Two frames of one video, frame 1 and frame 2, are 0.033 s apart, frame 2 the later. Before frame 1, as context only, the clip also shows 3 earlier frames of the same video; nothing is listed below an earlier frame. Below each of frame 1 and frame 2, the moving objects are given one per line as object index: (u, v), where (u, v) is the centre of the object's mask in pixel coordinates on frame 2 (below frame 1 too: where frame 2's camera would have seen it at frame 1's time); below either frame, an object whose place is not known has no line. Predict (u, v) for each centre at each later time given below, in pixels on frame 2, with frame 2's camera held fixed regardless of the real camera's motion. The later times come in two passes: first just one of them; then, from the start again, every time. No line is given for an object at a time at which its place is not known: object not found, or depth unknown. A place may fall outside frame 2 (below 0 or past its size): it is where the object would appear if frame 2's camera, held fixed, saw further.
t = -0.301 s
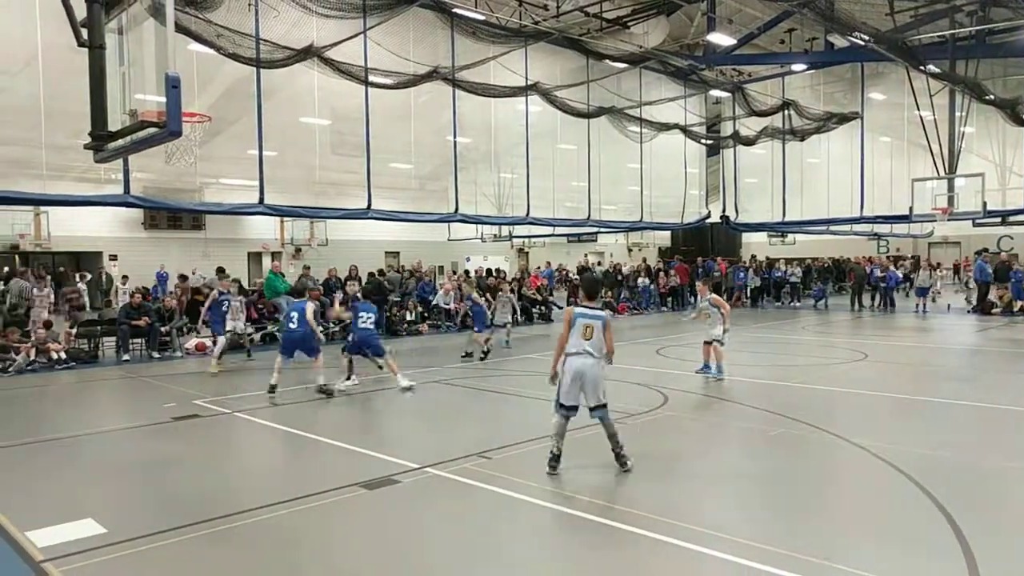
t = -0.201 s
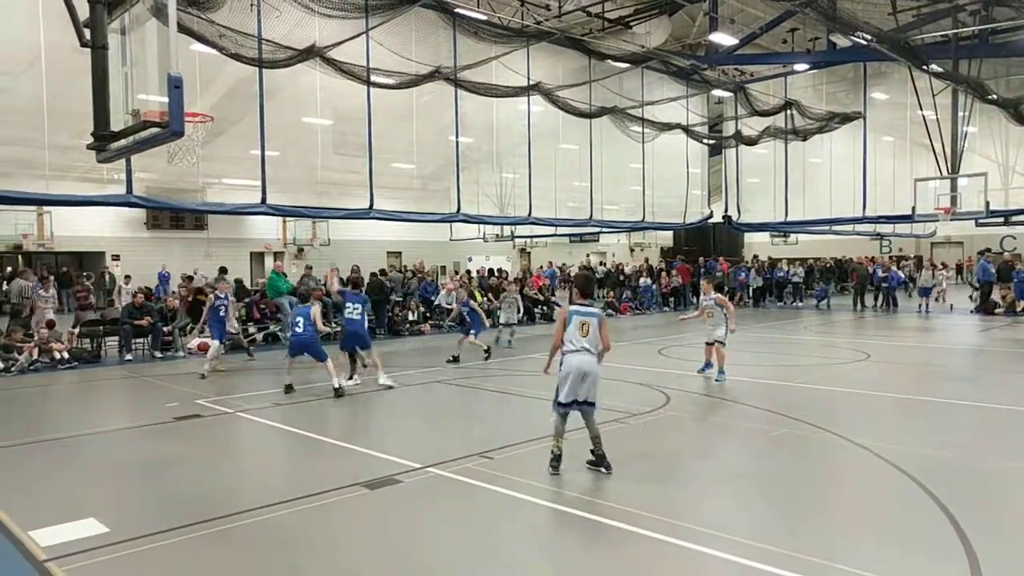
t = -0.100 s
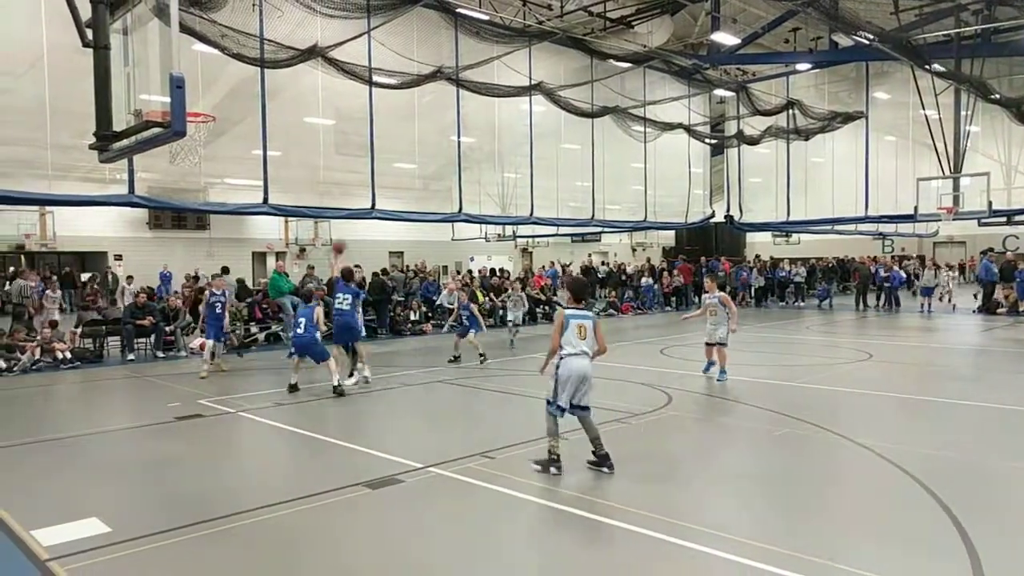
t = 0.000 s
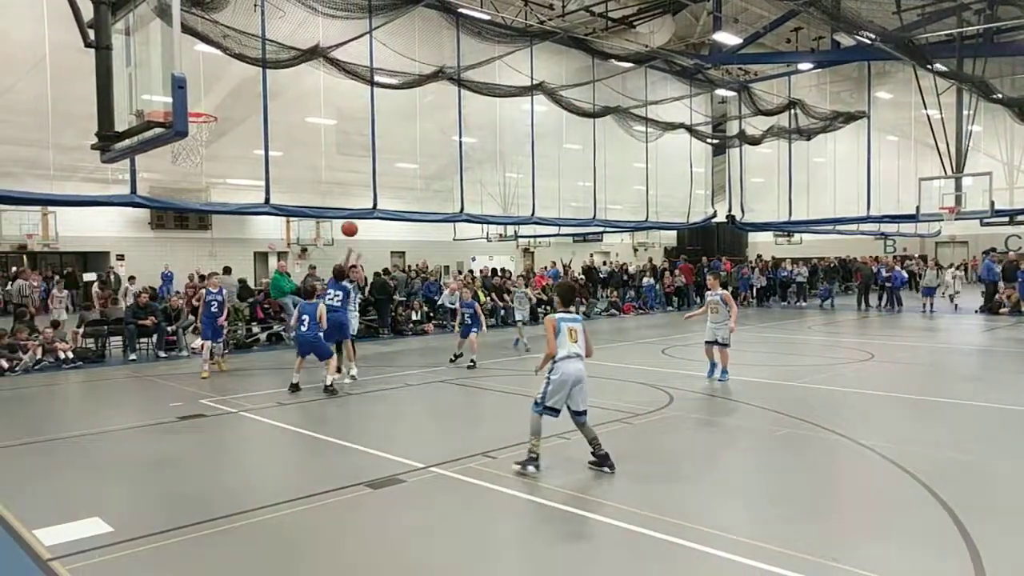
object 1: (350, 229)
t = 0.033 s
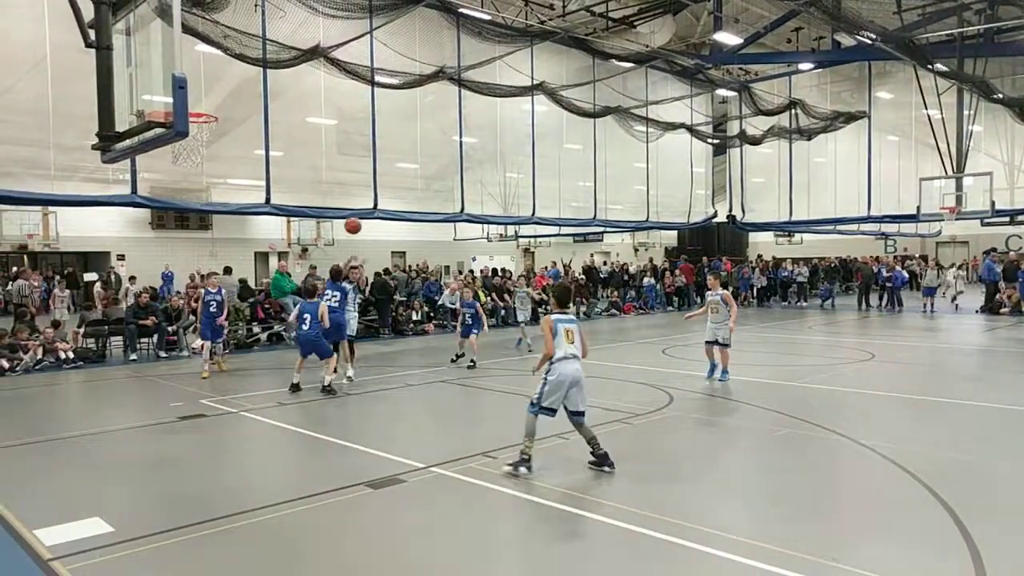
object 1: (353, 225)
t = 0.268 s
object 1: (379, 226)
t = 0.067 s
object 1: (356, 223)
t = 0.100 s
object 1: (359, 221)
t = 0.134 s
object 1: (363, 220)
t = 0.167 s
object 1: (367, 220)
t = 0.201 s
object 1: (371, 221)
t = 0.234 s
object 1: (375, 222)
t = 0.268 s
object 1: (379, 226)
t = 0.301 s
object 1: (384, 229)
